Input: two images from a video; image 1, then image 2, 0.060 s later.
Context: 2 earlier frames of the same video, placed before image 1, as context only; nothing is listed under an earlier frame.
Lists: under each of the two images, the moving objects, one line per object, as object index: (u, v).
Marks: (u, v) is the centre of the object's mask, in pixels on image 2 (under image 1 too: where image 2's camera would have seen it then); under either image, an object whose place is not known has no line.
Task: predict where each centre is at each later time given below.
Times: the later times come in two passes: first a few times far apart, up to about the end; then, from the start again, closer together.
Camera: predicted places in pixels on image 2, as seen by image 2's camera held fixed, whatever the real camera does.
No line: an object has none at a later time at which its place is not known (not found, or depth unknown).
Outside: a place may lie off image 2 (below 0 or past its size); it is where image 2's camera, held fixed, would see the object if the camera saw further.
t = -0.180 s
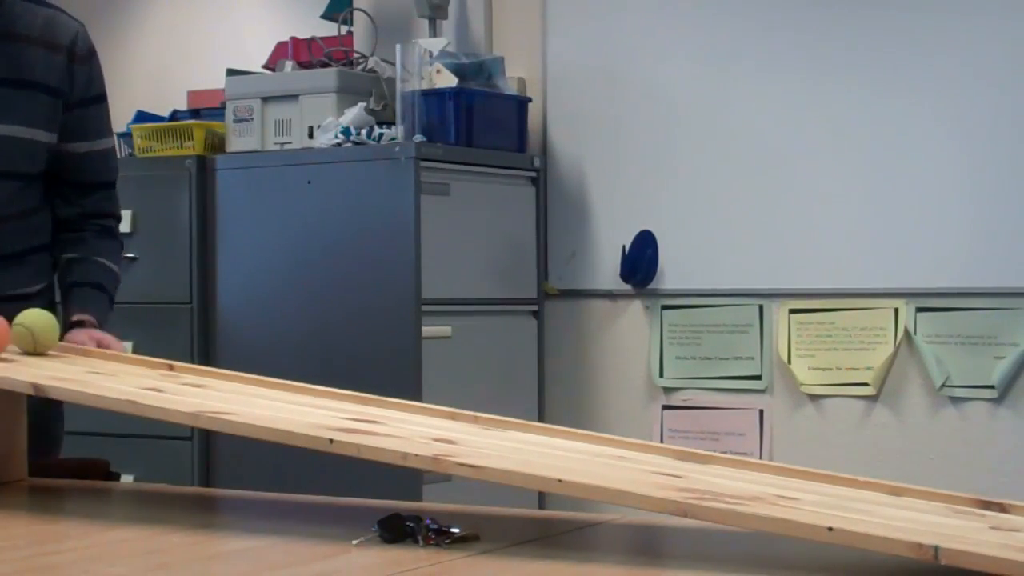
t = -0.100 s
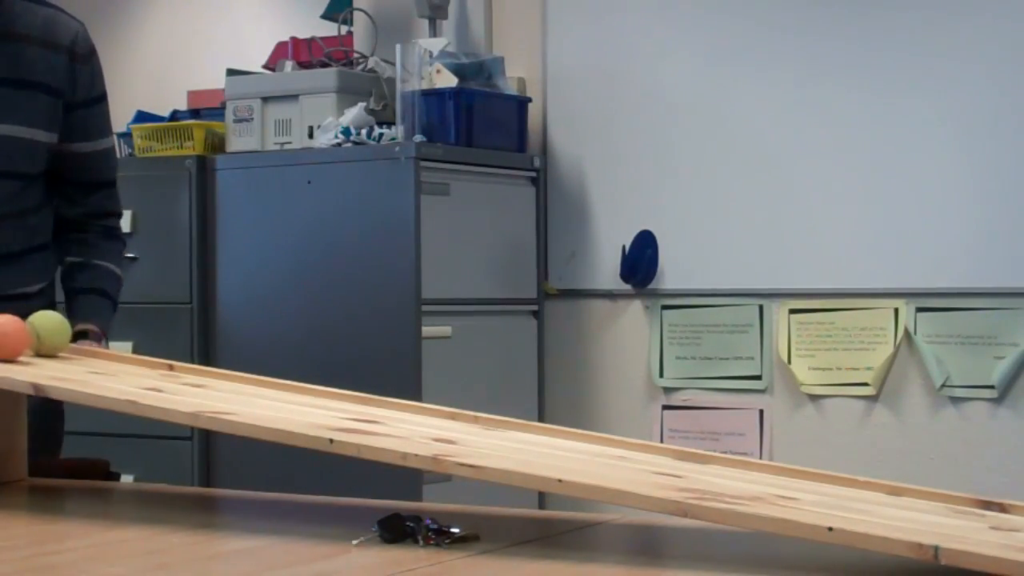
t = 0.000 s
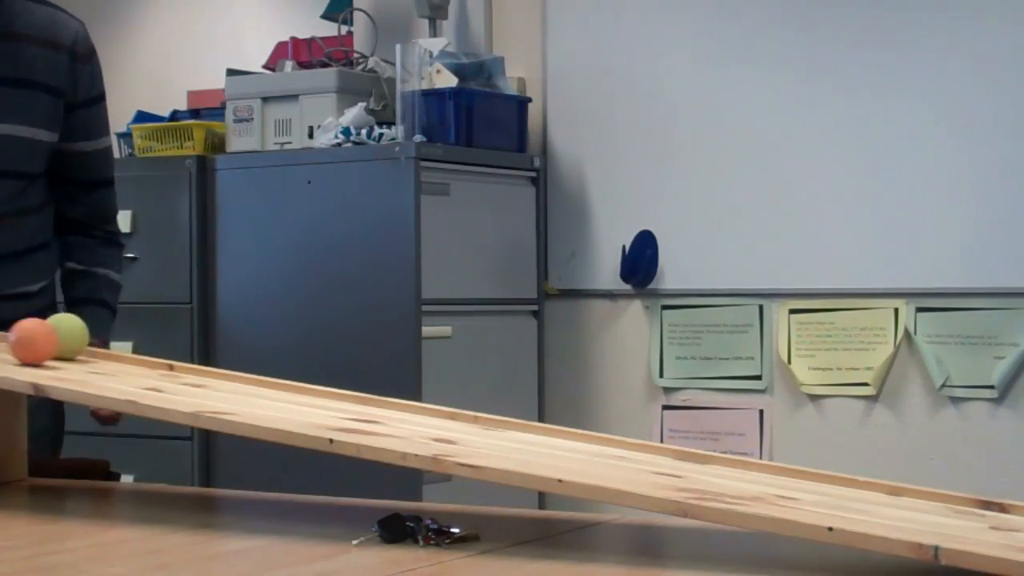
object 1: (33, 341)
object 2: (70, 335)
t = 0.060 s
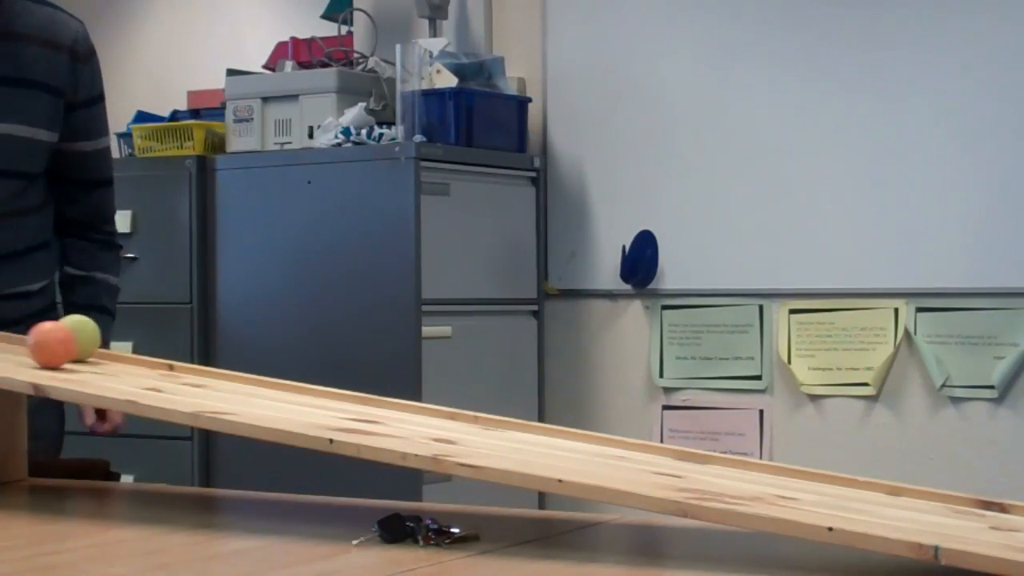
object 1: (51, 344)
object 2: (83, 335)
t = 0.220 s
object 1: (109, 352)
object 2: (121, 331)
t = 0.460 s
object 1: (218, 369)
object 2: (183, 353)
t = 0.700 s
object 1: (361, 388)
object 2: (286, 370)
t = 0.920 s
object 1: (521, 415)
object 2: (400, 387)
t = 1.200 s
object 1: (790, 458)
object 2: (569, 416)
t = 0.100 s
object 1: (64, 346)
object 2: (93, 335)
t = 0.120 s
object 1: (71, 347)
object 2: (98, 335)
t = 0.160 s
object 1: (86, 349)
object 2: (109, 334)
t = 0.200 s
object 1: (101, 351)
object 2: (119, 332)
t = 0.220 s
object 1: (109, 352)
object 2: (121, 331)
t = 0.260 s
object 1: (125, 354)
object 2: (126, 330)
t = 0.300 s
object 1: (142, 357)
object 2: (128, 334)
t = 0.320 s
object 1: (151, 358)
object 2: (135, 335)
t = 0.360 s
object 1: (168, 362)
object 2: (146, 342)
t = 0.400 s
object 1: (188, 365)
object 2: (159, 347)
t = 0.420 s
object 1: (198, 366)
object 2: (167, 350)
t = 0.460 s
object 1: (218, 369)
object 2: (183, 353)
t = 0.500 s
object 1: (239, 373)
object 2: (199, 356)
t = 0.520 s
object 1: (251, 375)
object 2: (208, 358)
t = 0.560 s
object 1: (274, 377)
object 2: (225, 361)
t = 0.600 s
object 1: (297, 381)
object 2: (242, 364)
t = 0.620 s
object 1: (309, 383)
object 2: (251, 365)
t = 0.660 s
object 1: (334, 386)
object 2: (268, 368)
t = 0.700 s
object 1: (361, 388)
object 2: (286, 370)
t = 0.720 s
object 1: (374, 393)
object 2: (295, 372)
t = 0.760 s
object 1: (400, 396)
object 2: (315, 374)
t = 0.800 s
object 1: (429, 398)
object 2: (335, 378)
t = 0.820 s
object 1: (444, 401)
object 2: (345, 379)
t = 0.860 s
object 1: (474, 406)
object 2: (367, 382)
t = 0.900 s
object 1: (505, 412)
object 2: (388, 386)
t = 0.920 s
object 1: (521, 415)
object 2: (400, 387)
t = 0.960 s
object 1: (555, 420)
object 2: (423, 391)
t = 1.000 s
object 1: (588, 426)
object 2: (447, 395)
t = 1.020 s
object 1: (607, 430)
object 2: (458, 396)
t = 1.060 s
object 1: (645, 436)
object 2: (481, 401)
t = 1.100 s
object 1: (685, 443)
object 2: (504, 405)
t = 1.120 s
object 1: (704, 444)
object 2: (517, 407)
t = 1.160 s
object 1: (746, 450)
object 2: (543, 411)
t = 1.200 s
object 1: (790, 458)
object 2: (569, 416)
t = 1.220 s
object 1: (813, 462)
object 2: (583, 418)
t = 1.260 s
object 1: (859, 468)
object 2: (611, 423)
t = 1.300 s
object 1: (908, 477)
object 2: (640, 428)
